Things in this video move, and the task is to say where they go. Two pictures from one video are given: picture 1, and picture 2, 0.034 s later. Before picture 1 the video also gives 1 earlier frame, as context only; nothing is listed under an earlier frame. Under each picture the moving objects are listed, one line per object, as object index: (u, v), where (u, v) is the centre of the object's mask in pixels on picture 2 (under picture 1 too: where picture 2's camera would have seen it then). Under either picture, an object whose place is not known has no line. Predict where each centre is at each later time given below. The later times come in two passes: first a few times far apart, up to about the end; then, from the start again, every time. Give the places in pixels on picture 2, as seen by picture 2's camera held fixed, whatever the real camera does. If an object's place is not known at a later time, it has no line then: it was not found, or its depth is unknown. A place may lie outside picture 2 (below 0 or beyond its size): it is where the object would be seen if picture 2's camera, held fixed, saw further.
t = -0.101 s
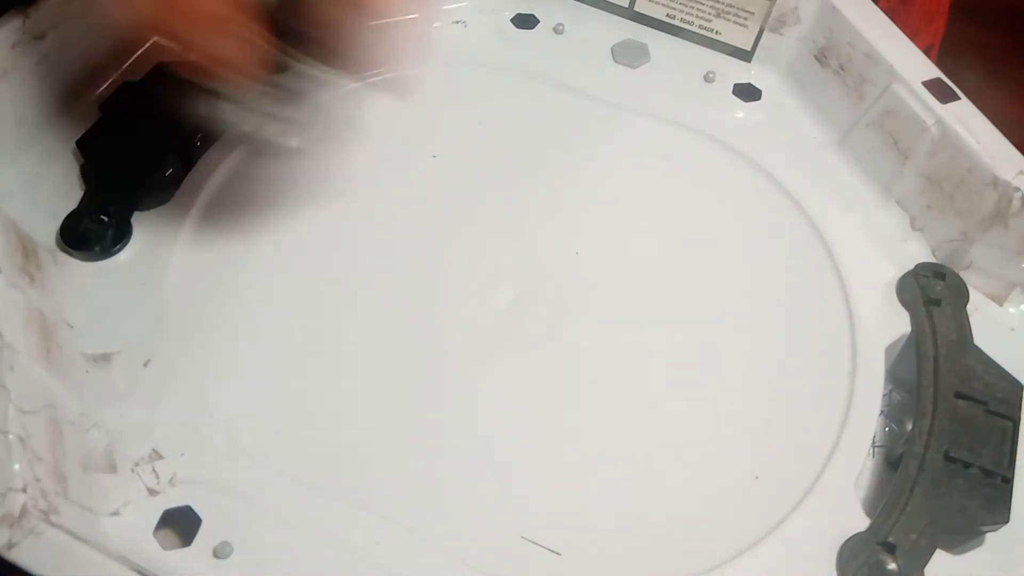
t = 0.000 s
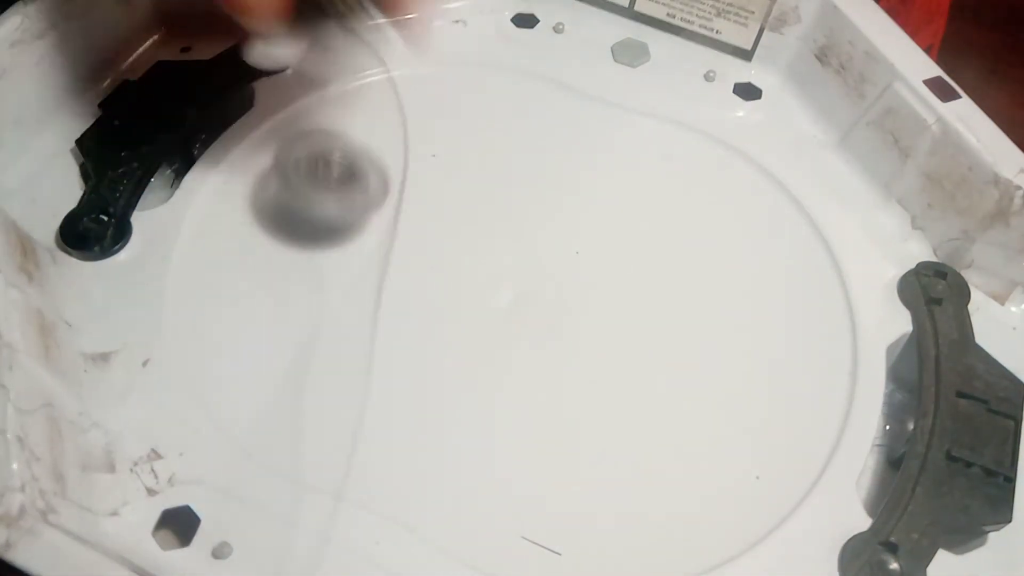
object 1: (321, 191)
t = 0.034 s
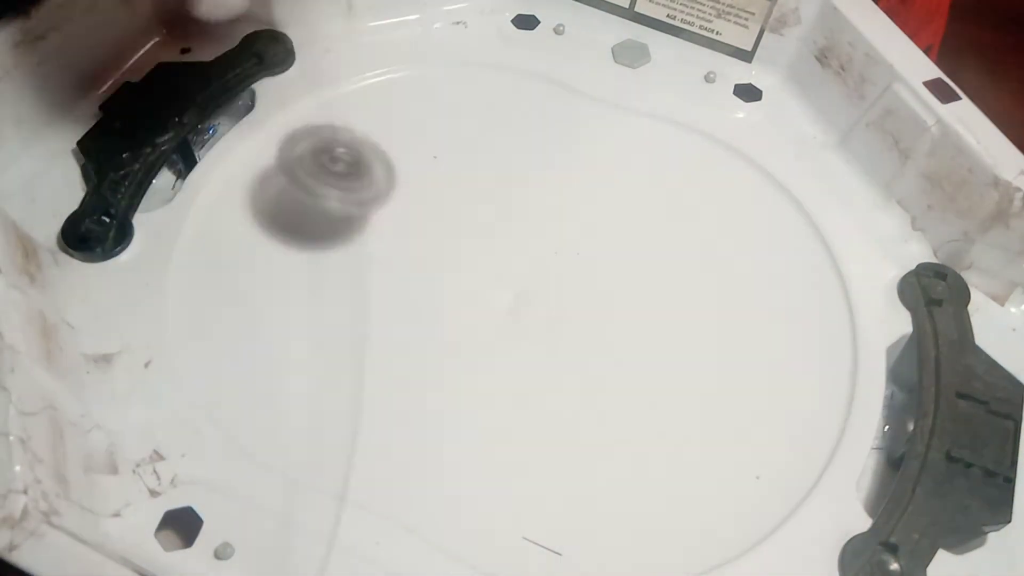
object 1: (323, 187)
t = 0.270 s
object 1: (404, 203)
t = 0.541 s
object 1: (418, 93)
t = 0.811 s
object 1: (346, 95)
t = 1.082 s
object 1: (410, 119)
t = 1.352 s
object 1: (477, 68)
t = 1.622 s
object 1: (438, 144)
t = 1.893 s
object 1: (640, 307)
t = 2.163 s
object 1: (818, 245)
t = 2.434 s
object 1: (643, 226)
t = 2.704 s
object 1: (545, 432)
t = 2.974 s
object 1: (736, 502)
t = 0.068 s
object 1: (332, 195)
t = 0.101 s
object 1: (347, 213)
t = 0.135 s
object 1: (357, 212)
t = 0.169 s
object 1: (370, 216)
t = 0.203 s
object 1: (381, 214)
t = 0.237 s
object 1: (393, 210)
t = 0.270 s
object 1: (404, 203)
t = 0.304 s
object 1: (413, 194)
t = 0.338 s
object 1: (420, 184)
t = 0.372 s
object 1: (425, 172)
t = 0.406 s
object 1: (428, 158)
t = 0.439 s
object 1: (429, 142)
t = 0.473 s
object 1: (427, 126)
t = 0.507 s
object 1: (424, 109)
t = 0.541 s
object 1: (418, 93)
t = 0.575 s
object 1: (409, 76)
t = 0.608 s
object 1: (397, 59)
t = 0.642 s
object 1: (385, 53)
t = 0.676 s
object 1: (378, 62)
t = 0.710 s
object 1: (369, 70)
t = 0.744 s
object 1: (360, 79)
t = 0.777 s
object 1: (352, 87)
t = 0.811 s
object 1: (346, 95)
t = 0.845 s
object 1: (342, 101)
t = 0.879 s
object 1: (342, 106)
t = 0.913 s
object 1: (345, 110)
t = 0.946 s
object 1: (352, 114)
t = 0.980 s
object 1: (363, 118)
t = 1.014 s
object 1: (377, 120)
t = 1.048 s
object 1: (393, 120)
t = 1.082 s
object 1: (410, 119)
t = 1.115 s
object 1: (426, 115)
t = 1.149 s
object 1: (441, 111)
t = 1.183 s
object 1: (455, 105)
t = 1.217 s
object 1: (467, 98)
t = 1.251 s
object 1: (476, 90)
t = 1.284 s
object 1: (480, 82)
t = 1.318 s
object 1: (481, 75)
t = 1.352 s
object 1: (477, 68)
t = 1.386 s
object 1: (469, 63)
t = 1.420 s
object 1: (458, 61)
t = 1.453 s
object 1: (447, 63)
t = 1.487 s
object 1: (437, 70)
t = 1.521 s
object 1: (429, 83)
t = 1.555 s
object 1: (427, 100)
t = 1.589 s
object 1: (430, 121)
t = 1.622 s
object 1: (438, 144)
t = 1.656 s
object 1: (452, 171)
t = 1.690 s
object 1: (472, 196)
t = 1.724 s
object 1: (495, 221)
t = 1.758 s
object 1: (522, 244)
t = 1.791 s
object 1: (547, 265)
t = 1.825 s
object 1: (573, 280)
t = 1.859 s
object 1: (606, 295)
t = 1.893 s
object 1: (640, 307)
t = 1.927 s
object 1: (678, 315)
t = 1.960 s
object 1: (720, 319)
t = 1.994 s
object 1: (755, 316)
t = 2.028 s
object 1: (789, 308)
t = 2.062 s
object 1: (820, 295)
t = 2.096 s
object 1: (838, 278)
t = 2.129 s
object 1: (831, 259)
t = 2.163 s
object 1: (818, 245)
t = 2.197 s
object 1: (798, 226)
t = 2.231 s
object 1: (781, 210)
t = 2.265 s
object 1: (764, 199)
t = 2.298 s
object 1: (743, 193)
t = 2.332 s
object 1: (721, 193)
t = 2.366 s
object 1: (696, 198)
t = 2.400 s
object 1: (668, 210)
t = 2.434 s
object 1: (643, 226)
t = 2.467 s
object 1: (620, 247)
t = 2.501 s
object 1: (599, 271)
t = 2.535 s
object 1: (582, 296)
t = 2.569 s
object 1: (567, 320)
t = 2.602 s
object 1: (554, 348)
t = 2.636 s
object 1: (546, 378)
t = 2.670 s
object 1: (542, 405)
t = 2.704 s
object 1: (545, 432)
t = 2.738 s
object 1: (554, 458)
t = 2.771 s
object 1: (567, 482)
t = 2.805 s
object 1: (592, 505)
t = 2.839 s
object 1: (616, 515)
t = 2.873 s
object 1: (652, 522)
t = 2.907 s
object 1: (687, 525)
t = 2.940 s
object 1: (713, 518)
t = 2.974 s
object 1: (736, 502)
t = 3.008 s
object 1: (752, 477)
